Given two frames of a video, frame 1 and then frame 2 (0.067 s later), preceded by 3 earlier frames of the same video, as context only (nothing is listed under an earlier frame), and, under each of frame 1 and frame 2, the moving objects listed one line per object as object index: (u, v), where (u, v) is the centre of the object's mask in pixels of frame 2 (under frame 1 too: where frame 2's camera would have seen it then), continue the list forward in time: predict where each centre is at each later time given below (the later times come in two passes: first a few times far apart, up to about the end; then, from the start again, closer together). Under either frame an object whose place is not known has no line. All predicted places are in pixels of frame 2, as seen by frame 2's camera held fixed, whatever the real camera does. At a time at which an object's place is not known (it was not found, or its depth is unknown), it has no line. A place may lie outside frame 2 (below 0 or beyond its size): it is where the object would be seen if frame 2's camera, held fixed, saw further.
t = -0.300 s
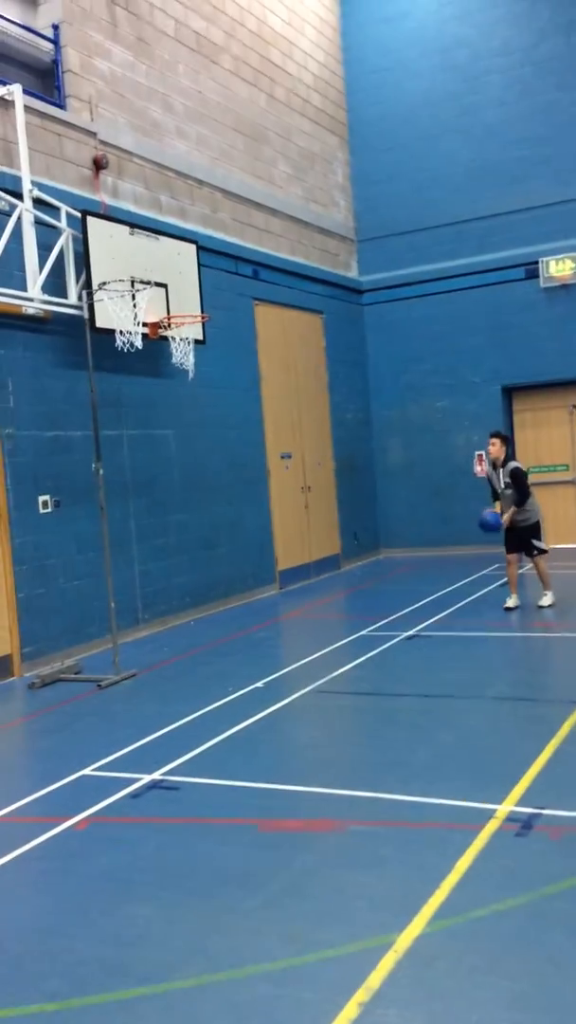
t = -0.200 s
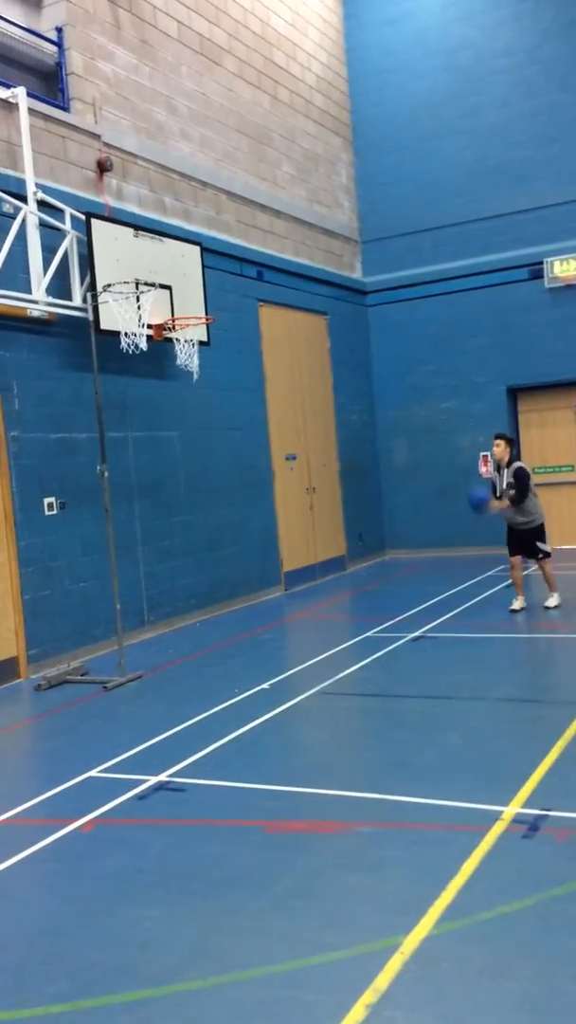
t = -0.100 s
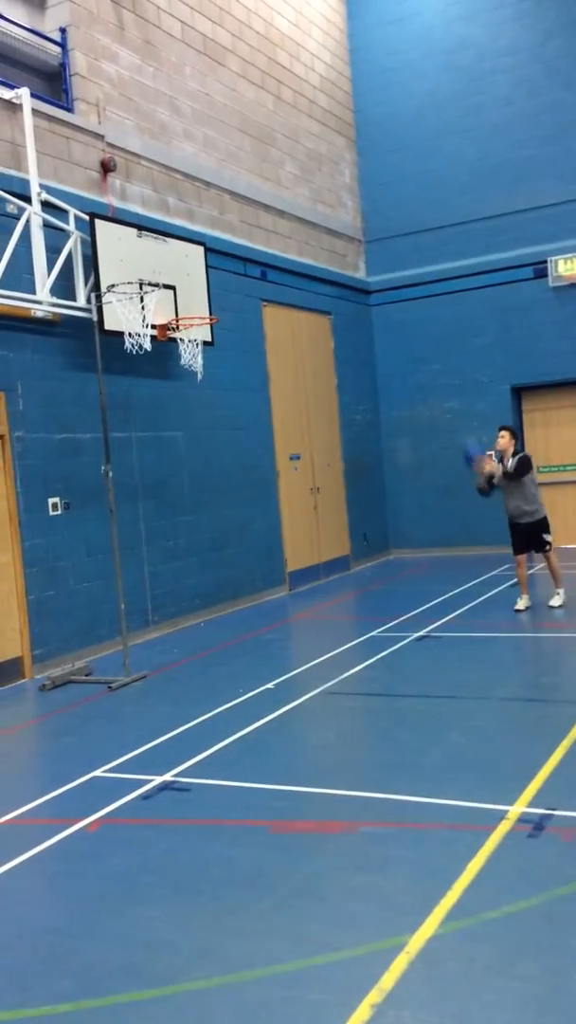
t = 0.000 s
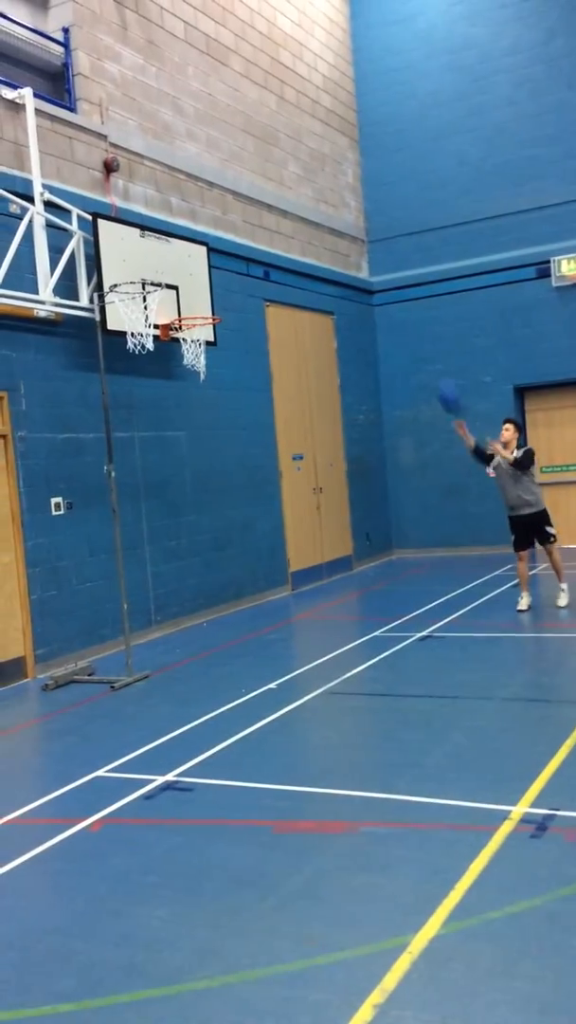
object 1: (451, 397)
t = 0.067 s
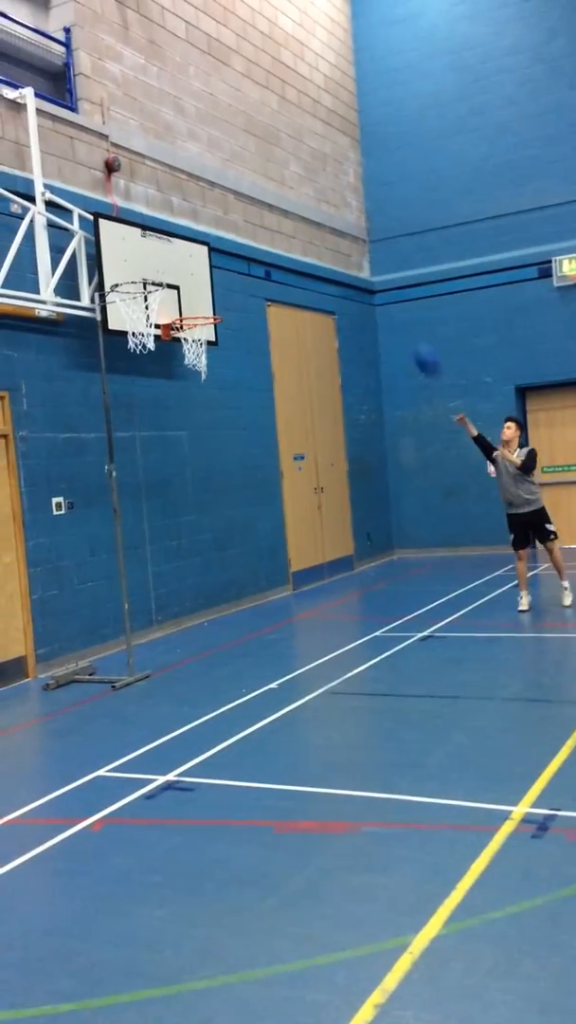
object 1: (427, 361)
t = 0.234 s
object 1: (365, 283)
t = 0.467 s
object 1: (274, 226)
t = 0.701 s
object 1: (183, 234)
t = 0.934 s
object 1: (139, 262)
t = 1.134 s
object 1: (200, 249)
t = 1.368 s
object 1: (280, 299)
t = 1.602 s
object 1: (369, 418)
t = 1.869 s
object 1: (474, 671)
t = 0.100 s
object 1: (414, 344)
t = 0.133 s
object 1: (401, 327)
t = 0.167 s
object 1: (389, 313)
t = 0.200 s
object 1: (375, 295)
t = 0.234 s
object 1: (365, 283)
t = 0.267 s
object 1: (351, 271)
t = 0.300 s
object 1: (339, 261)
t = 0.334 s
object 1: (326, 253)
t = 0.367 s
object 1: (313, 244)
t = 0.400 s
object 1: (300, 237)
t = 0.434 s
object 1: (286, 231)
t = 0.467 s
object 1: (274, 226)
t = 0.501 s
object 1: (261, 224)
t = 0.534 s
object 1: (248, 221)
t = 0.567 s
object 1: (235, 221)
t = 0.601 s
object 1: (222, 222)
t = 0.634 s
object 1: (209, 224)
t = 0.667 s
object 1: (196, 227)
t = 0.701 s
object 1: (183, 234)
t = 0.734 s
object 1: (169, 240)
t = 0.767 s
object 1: (156, 247)
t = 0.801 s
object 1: (142, 258)
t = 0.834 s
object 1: (129, 268)
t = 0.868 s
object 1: (121, 275)
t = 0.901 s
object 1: (130, 268)
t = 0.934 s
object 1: (139, 262)
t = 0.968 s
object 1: (149, 257)
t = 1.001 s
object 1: (158, 252)
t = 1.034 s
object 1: (169, 249)
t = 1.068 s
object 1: (179, 248)
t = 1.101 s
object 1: (189, 248)
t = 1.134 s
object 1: (200, 249)
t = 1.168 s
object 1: (212, 251)
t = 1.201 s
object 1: (222, 256)
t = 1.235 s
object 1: (233, 261)
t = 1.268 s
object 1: (244, 269)
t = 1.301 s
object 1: (257, 278)
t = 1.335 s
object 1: (269, 288)
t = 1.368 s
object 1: (280, 299)
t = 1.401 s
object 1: (292, 313)
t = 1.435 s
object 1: (304, 328)
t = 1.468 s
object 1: (316, 346)
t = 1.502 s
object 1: (328, 362)
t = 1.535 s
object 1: (343, 383)
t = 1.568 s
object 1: (355, 398)
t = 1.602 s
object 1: (369, 418)
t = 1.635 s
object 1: (381, 448)
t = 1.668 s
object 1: (394, 475)
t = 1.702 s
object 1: (408, 503)
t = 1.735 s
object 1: (421, 531)
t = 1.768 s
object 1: (435, 563)
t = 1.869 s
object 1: (474, 671)
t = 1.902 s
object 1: (481, 663)
